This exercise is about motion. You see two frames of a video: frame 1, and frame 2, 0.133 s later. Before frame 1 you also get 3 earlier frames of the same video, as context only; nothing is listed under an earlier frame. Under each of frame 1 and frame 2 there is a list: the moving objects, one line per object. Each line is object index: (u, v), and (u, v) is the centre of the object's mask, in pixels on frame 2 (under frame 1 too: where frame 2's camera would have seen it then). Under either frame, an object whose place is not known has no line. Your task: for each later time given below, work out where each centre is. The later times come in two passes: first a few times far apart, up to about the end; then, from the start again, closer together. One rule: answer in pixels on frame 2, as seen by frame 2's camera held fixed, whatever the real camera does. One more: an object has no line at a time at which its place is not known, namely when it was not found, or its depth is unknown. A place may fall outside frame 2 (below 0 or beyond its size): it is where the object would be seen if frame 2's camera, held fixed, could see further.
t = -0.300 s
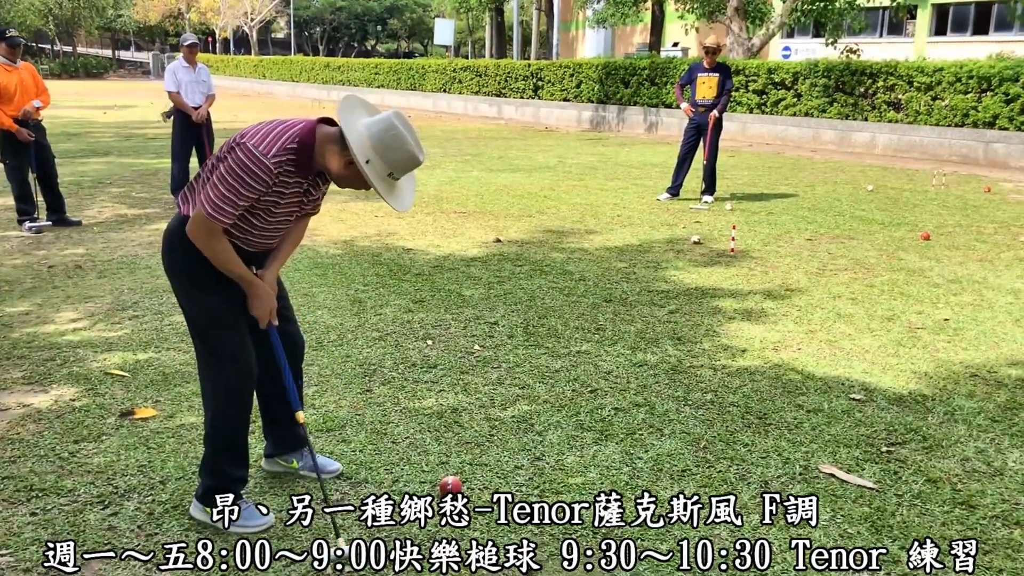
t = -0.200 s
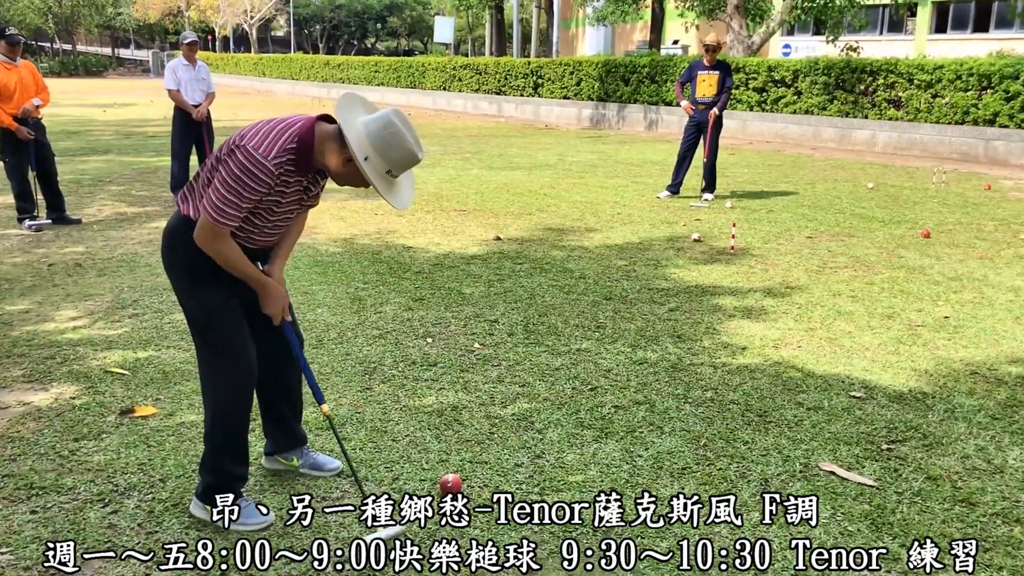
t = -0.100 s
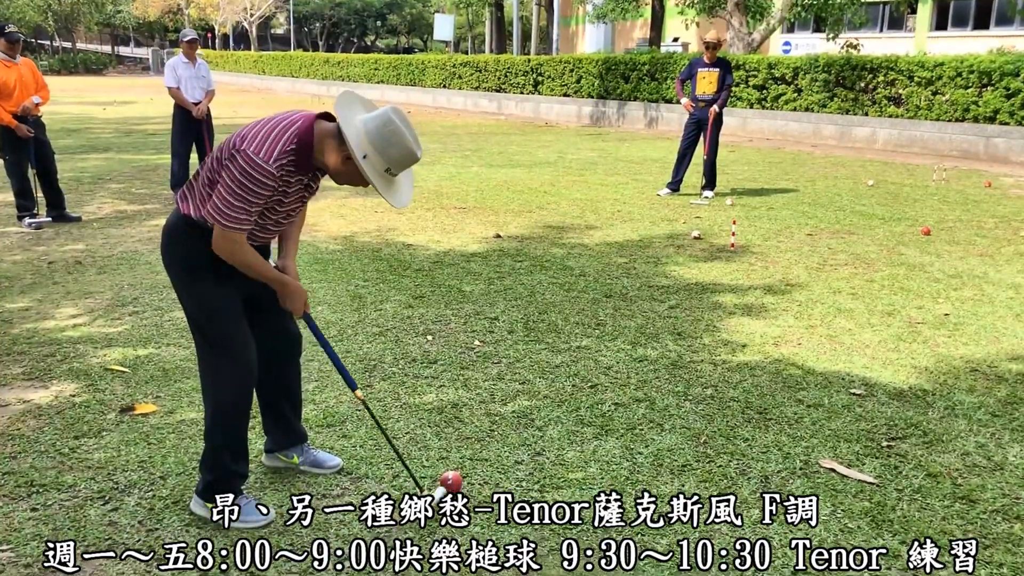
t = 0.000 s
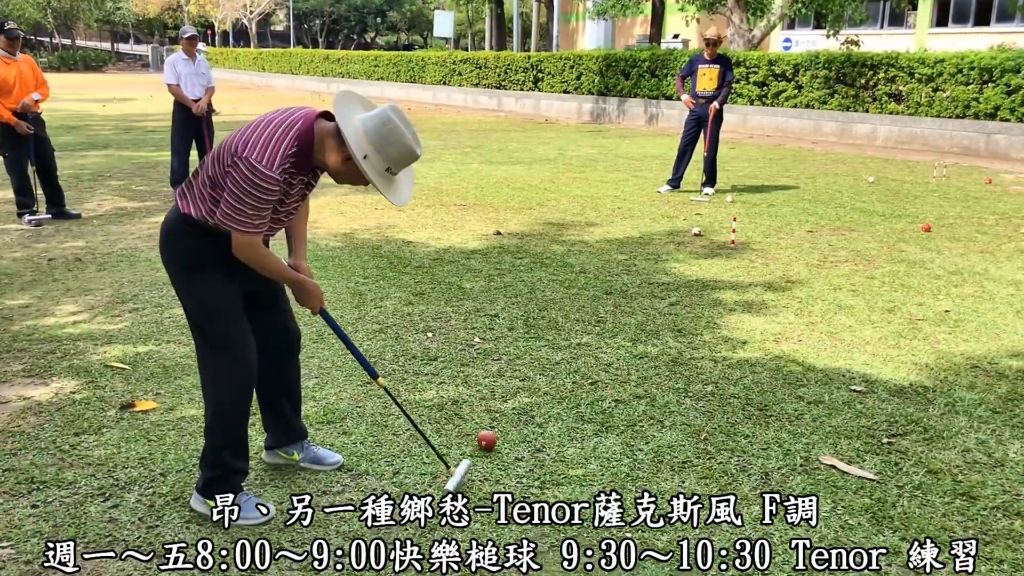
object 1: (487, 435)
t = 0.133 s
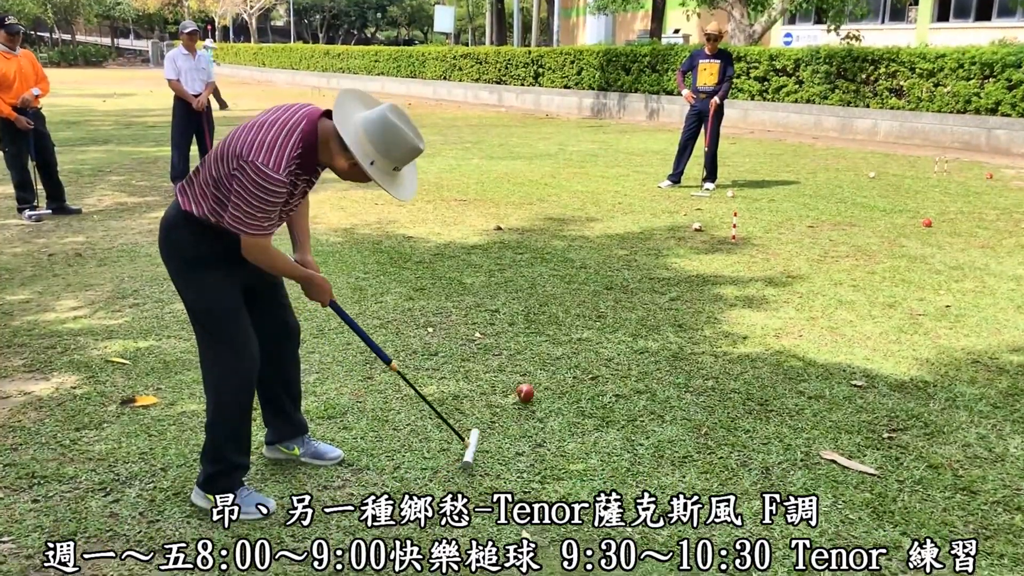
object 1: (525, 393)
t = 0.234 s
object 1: (545, 368)
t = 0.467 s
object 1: (583, 333)
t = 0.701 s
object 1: (610, 304)
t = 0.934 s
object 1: (630, 282)
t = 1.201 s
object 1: (652, 260)
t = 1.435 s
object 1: (669, 250)
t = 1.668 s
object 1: (686, 238)
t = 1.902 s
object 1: (698, 228)
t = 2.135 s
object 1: (716, 227)
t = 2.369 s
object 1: (728, 225)
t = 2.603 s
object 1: (742, 224)
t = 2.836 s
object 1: (749, 221)
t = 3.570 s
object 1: (758, 219)
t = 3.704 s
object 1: (758, 219)
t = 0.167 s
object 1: (532, 381)
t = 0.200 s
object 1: (538, 373)
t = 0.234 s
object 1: (545, 368)
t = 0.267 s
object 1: (550, 366)
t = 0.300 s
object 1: (557, 360)
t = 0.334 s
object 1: (562, 354)
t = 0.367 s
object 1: (568, 350)
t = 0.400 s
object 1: (574, 343)
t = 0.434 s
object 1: (578, 336)
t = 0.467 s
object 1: (583, 333)
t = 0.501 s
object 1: (588, 329)
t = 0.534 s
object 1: (593, 324)
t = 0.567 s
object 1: (598, 319)
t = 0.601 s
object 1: (601, 317)
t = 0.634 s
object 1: (605, 310)
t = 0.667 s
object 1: (607, 307)
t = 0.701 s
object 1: (610, 304)
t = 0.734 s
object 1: (614, 300)
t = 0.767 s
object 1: (616, 297)
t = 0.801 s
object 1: (619, 295)
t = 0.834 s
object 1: (622, 290)
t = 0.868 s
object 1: (625, 287)
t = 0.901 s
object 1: (627, 286)
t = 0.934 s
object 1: (630, 282)
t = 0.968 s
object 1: (633, 278)
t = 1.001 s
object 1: (636, 276)
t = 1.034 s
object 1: (639, 275)
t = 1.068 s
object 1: (641, 271)
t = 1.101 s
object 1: (644, 270)
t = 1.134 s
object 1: (647, 268)
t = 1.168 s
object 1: (649, 263)
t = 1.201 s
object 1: (652, 260)
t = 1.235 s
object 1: (654, 259)
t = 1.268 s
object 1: (656, 258)
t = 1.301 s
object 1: (660, 256)
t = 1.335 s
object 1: (661, 254)
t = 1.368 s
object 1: (664, 253)
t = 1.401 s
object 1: (667, 251)
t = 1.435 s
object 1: (669, 250)
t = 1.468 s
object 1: (672, 248)
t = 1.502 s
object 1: (675, 246)
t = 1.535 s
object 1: (677, 244)
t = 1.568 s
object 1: (679, 243)
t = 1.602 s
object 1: (682, 241)
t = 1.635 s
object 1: (684, 240)
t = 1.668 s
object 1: (686, 238)
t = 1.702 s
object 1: (689, 237)
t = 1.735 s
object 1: (691, 236)
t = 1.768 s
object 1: (693, 235)
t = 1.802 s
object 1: (694, 233)
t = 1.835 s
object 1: (696, 231)
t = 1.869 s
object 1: (697, 230)
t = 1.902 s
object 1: (698, 228)
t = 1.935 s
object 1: (699, 228)
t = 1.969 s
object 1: (701, 227)
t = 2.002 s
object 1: (706, 229)
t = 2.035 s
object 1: (708, 228)
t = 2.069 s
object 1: (711, 228)
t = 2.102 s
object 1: (714, 227)
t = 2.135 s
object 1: (716, 227)
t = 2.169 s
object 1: (718, 226)
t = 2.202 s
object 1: (720, 226)
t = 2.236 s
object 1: (722, 226)
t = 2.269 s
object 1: (724, 226)
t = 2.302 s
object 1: (726, 226)
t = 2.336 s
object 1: (727, 225)
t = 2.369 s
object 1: (728, 225)
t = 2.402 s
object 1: (731, 225)
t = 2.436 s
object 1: (737, 225)
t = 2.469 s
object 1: (738, 225)
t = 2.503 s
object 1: (739, 225)
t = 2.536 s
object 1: (739, 224)
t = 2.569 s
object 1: (740, 224)
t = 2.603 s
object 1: (742, 224)
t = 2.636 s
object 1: (743, 223)
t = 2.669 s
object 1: (744, 223)
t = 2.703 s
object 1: (745, 223)
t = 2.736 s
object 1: (746, 223)
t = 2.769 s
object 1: (747, 222)
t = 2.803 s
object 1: (748, 221)
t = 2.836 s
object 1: (749, 221)
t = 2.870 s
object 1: (749, 221)
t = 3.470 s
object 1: (758, 220)
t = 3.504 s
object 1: (758, 220)
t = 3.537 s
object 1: (758, 219)
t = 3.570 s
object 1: (758, 219)
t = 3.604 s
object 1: (758, 219)
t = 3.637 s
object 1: (758, 219)
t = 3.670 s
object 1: (758, 219)
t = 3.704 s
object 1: (758, 219)
